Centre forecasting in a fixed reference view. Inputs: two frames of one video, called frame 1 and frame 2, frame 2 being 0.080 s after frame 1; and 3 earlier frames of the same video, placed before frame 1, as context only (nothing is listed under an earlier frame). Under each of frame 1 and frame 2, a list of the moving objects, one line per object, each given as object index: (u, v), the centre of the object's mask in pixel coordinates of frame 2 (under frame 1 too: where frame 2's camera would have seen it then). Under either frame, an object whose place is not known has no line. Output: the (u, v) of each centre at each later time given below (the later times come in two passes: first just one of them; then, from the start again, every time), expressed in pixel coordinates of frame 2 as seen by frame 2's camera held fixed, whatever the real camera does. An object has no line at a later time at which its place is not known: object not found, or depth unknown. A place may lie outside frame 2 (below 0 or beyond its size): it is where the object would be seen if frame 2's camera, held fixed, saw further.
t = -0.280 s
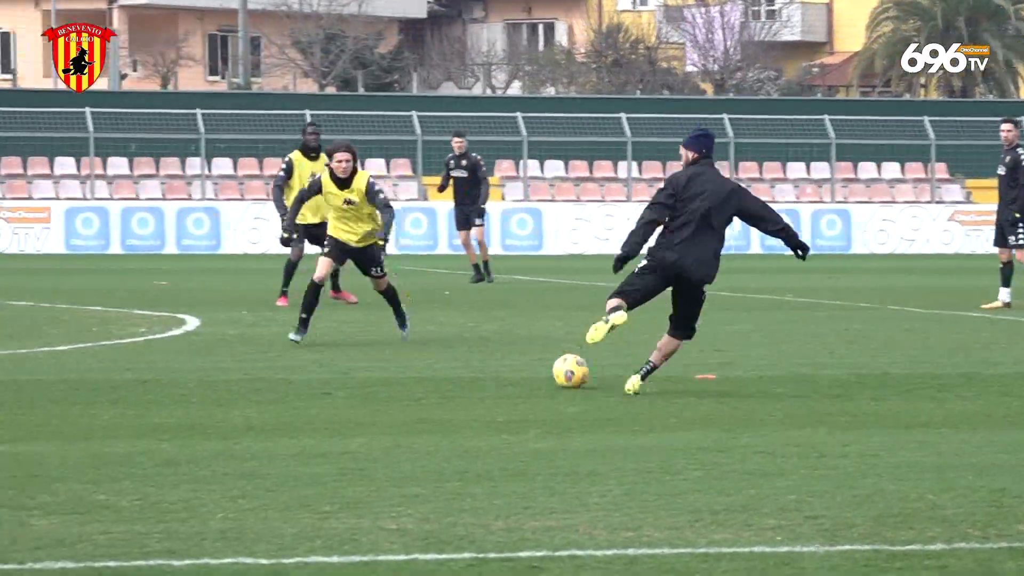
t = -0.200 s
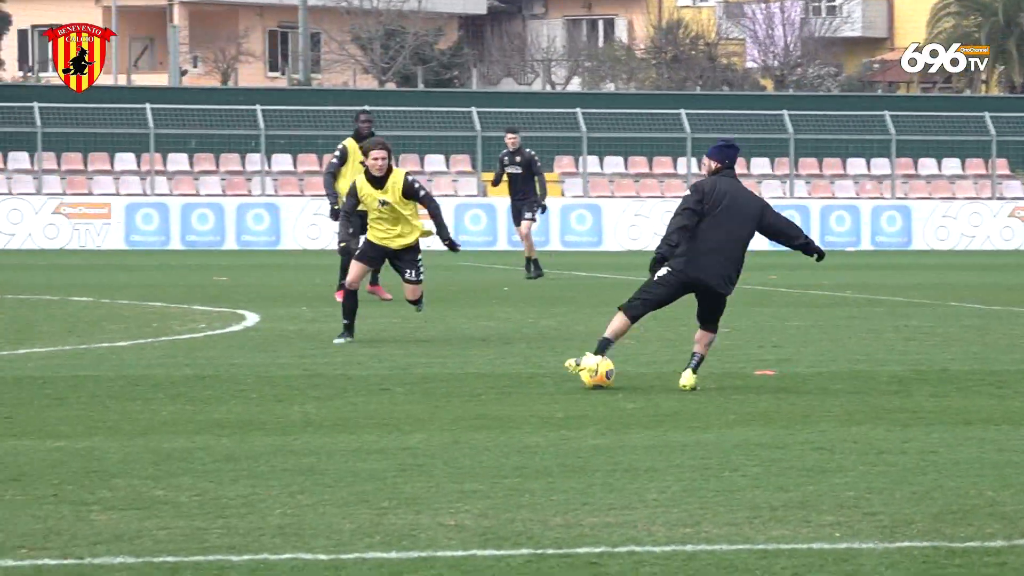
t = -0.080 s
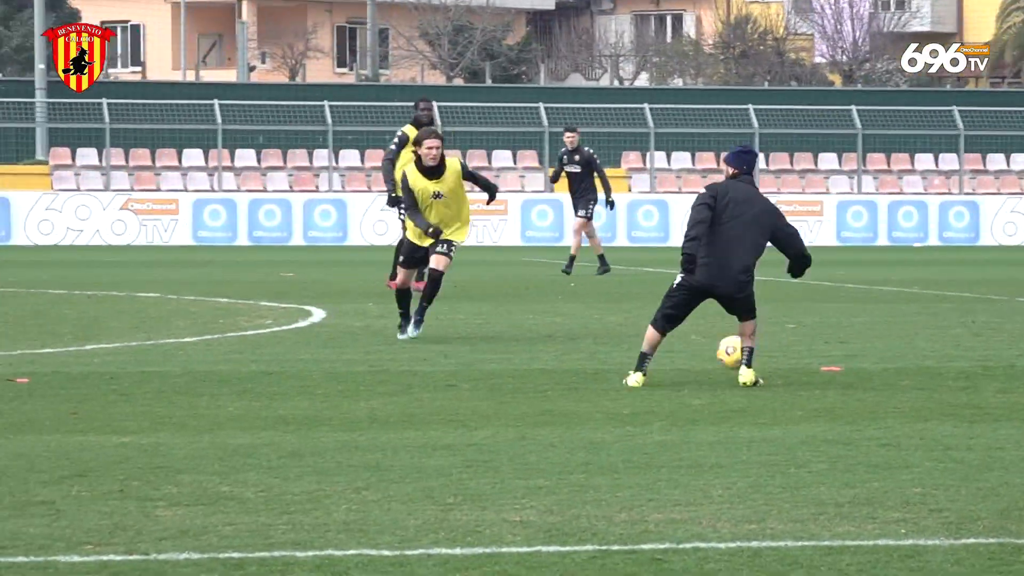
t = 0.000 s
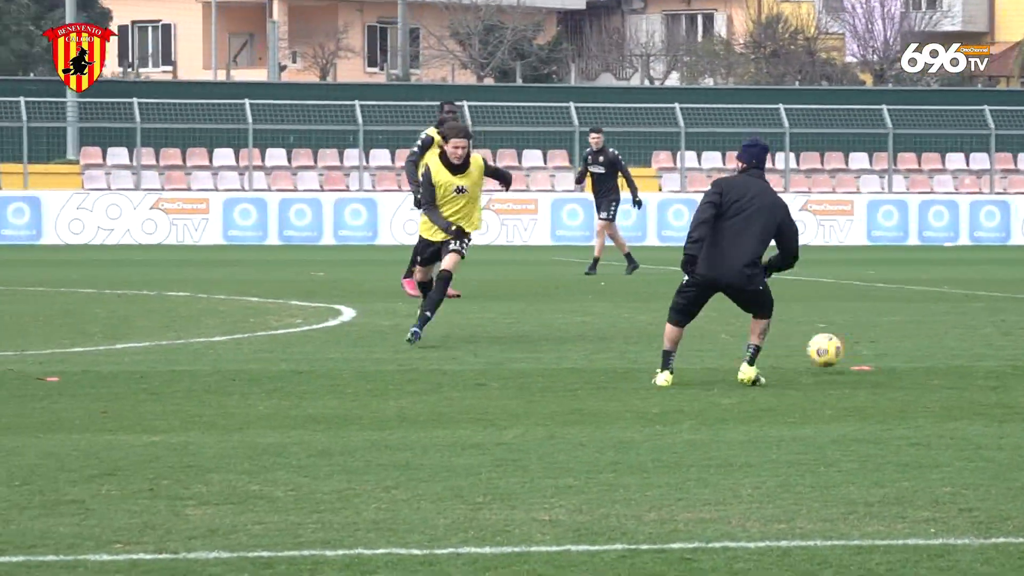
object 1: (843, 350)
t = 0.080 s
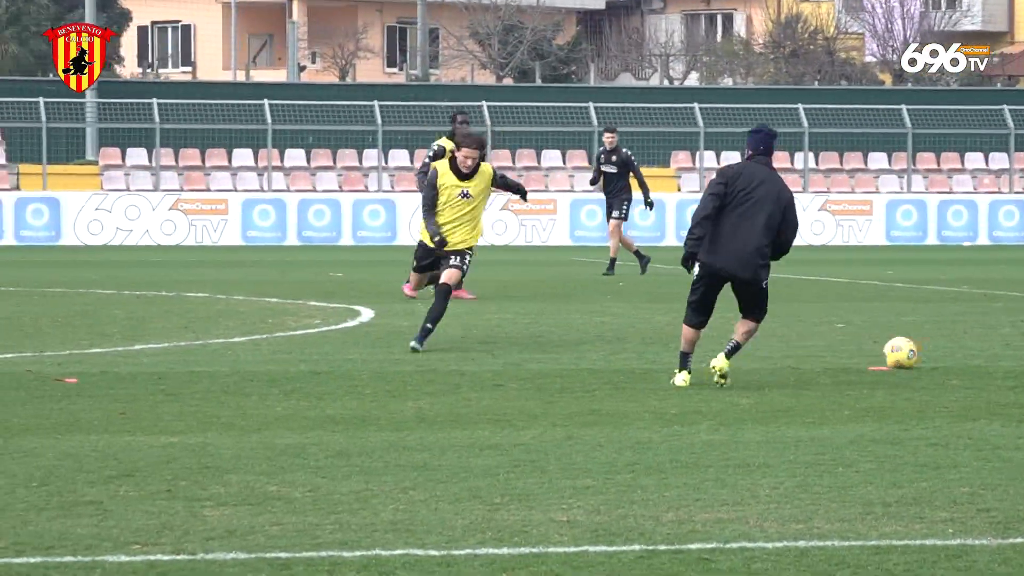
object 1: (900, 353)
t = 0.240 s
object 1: (995, 346)
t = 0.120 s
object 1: (924, 348)
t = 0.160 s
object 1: (947, 345)
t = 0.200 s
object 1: (971, 345)
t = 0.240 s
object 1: (995, 346)
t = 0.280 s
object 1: (1017, 342)
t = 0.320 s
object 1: (1040, 340)
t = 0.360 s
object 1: (1063, 339)
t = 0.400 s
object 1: (1085, 341)
